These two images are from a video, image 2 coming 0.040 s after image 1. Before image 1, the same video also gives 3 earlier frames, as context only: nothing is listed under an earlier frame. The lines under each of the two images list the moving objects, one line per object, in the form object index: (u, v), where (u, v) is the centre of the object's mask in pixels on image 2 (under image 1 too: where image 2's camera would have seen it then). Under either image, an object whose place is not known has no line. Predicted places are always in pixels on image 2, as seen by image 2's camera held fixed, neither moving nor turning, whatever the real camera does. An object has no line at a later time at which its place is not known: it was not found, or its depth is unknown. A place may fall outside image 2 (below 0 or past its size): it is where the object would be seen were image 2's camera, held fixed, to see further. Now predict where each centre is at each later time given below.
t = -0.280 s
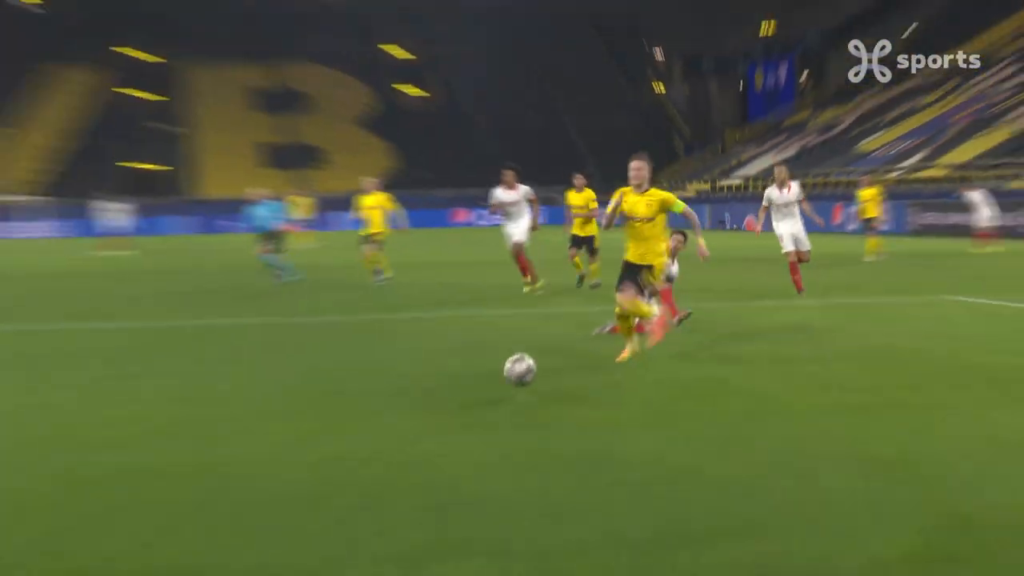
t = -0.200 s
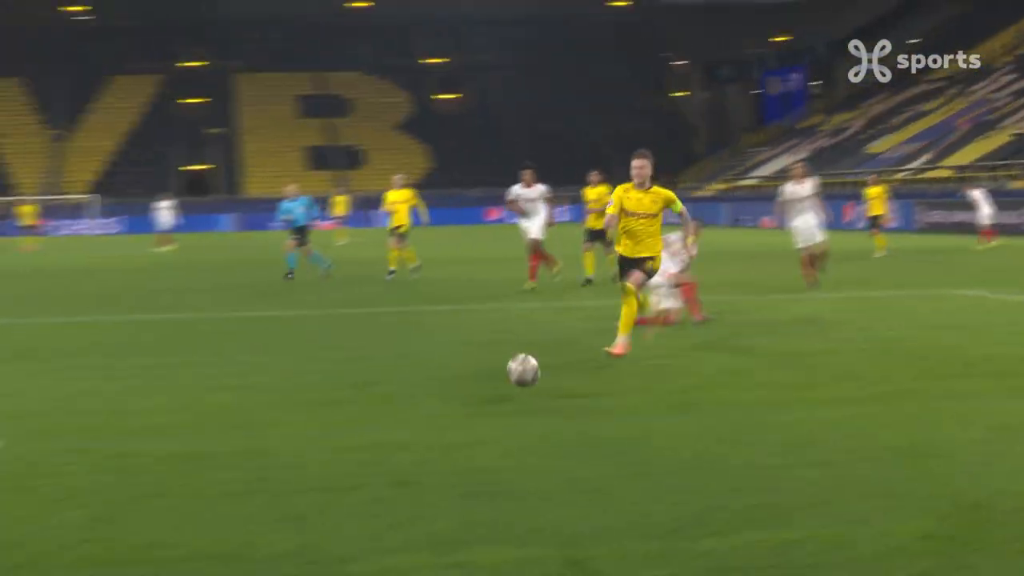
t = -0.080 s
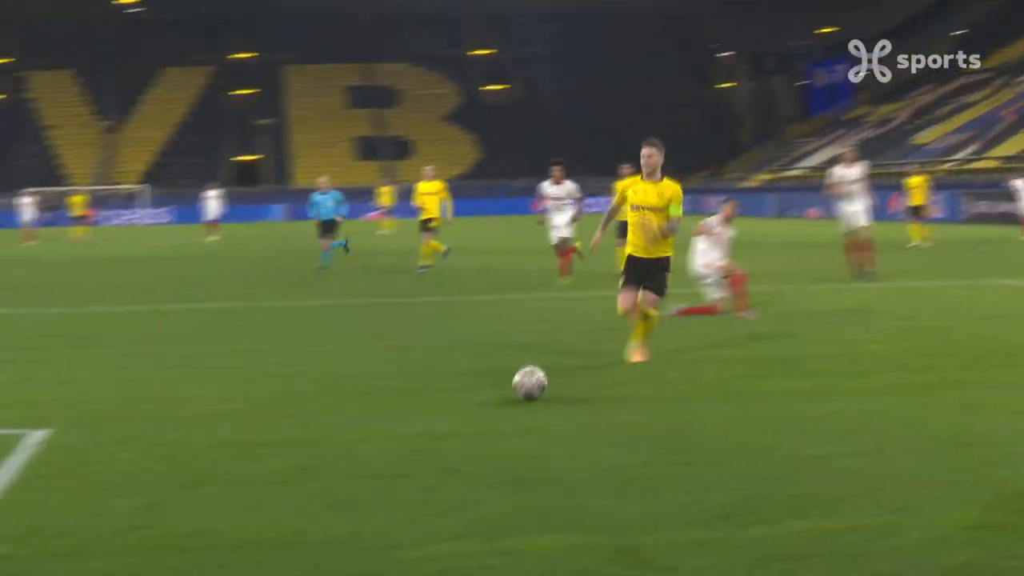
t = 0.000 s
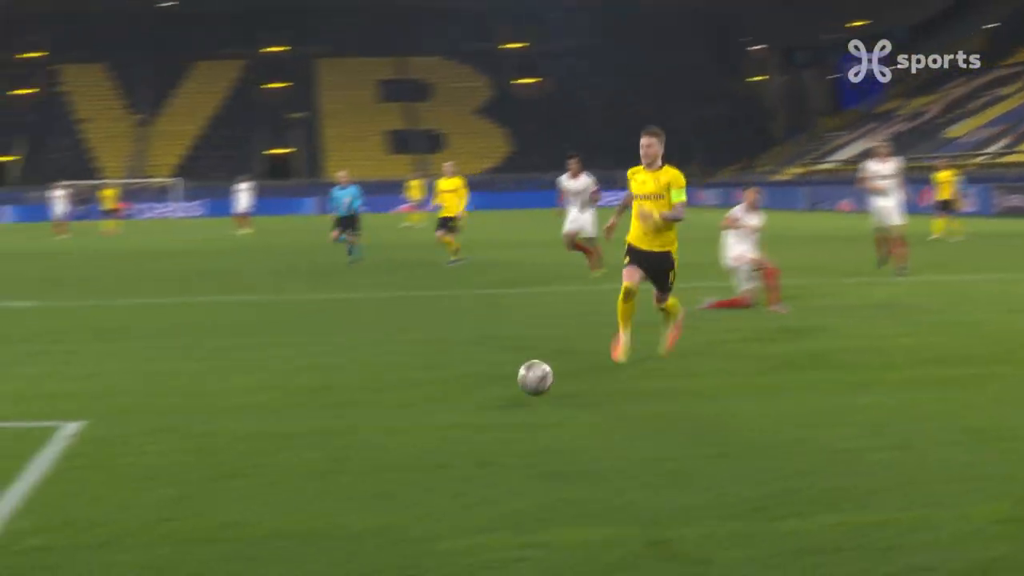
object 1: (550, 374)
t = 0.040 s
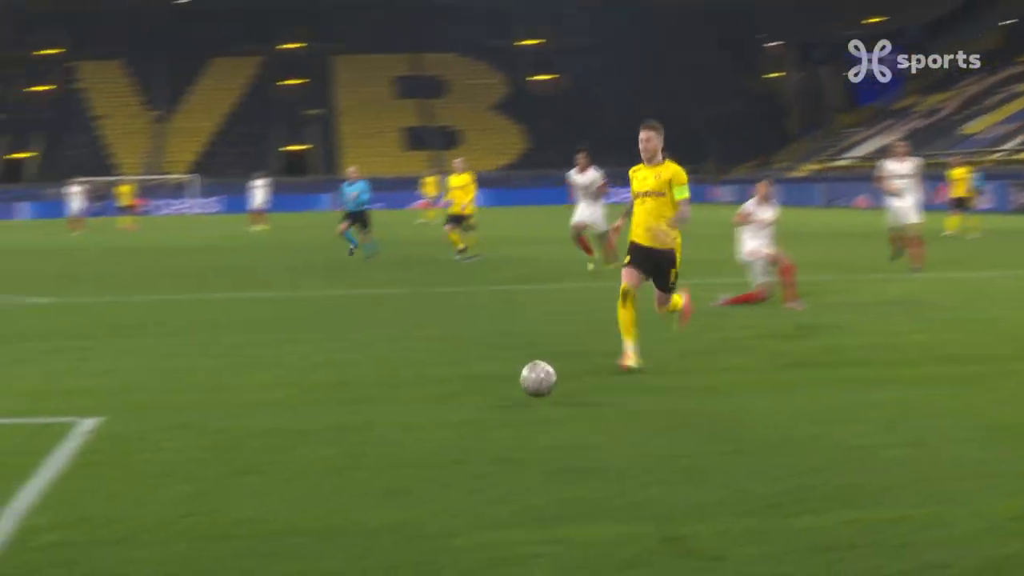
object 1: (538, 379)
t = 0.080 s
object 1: (531, 382)
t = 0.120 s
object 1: (517, 392)
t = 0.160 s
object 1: (504, 400)
